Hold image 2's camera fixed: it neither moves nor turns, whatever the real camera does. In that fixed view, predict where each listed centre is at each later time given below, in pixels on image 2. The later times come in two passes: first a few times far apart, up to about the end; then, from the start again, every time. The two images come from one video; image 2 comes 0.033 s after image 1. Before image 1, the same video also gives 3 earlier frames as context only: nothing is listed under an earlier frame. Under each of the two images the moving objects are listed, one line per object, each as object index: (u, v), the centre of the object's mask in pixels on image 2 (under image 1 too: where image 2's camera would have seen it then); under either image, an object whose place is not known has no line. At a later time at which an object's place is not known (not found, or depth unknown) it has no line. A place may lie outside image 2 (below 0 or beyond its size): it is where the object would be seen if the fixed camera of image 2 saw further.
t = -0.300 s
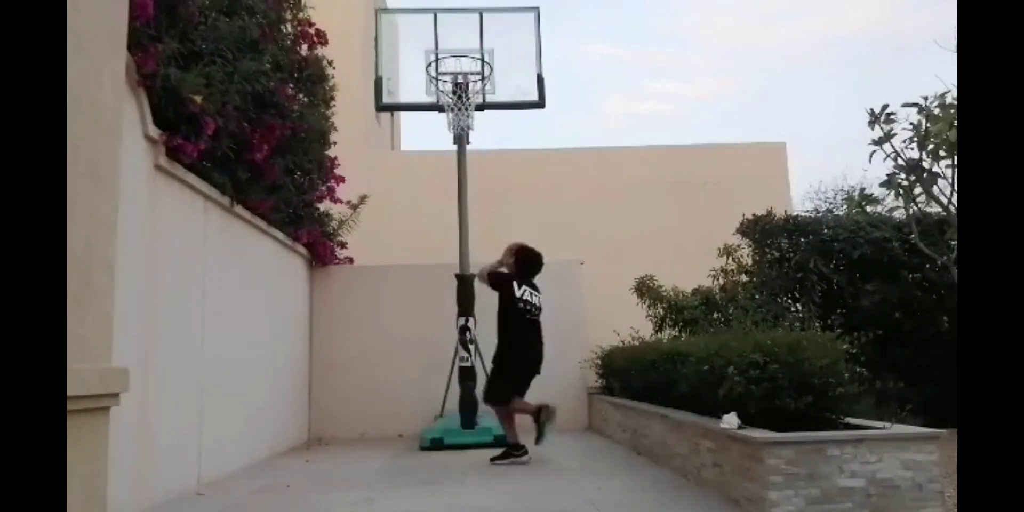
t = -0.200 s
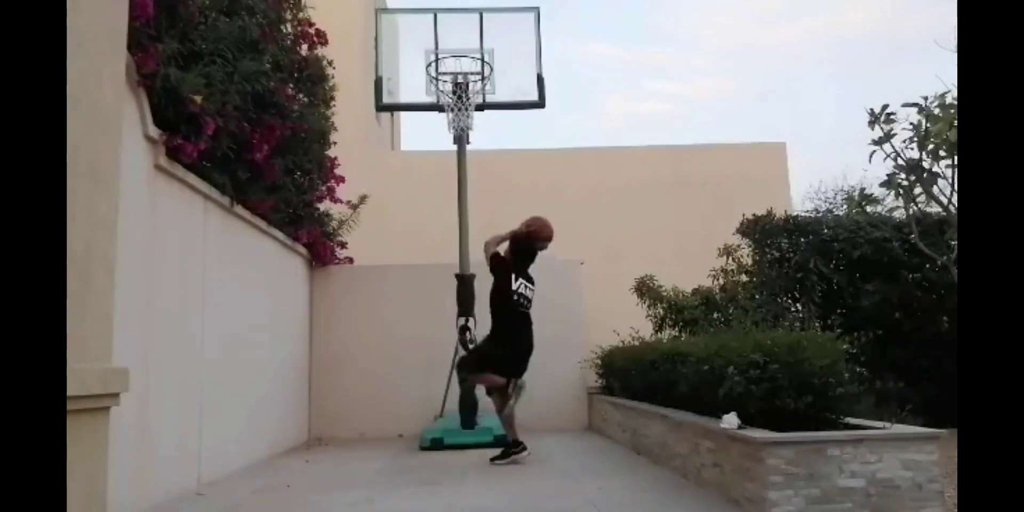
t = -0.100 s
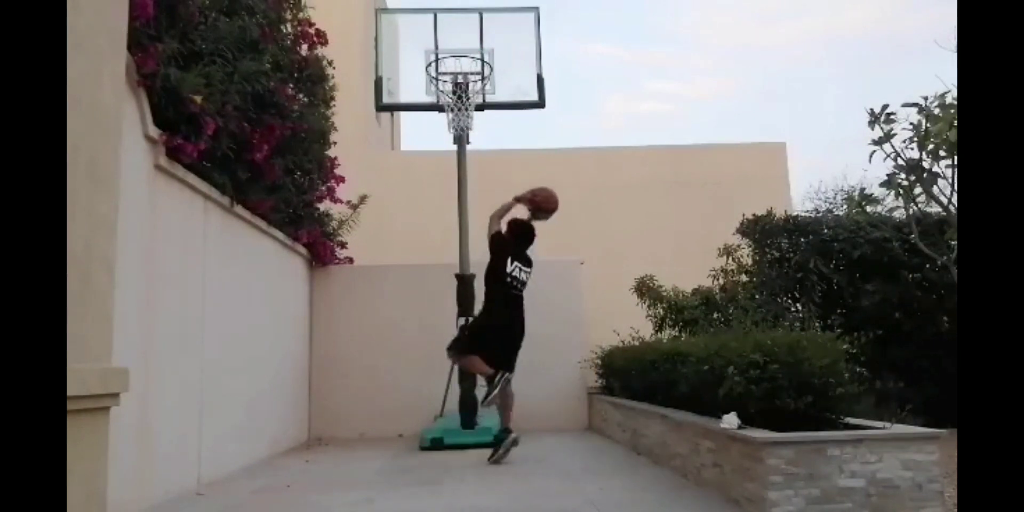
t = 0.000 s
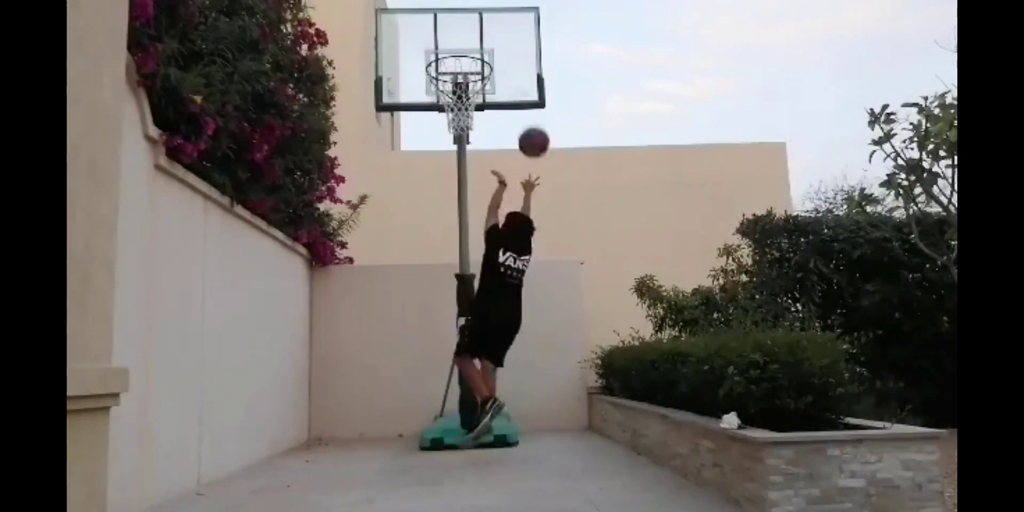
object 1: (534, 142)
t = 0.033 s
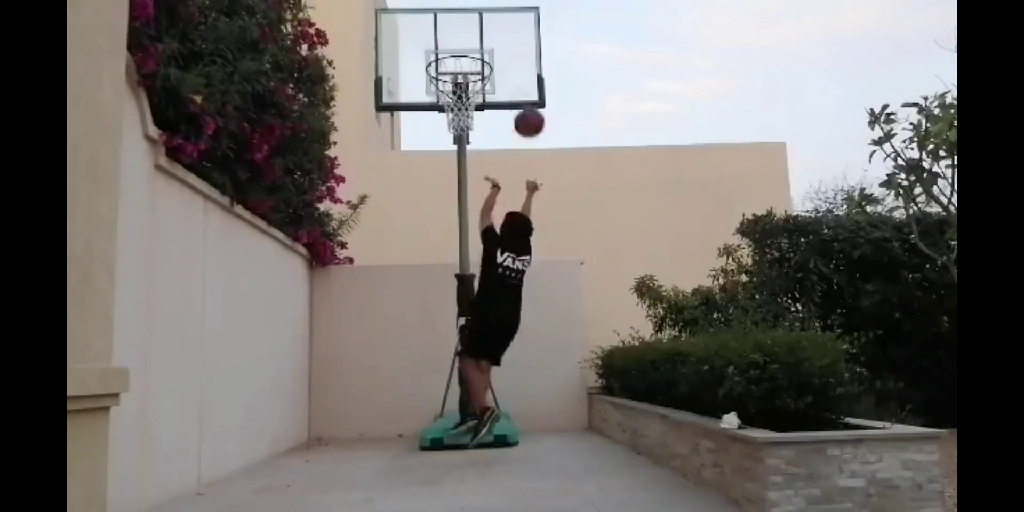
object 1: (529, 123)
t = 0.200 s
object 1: (509, 51)
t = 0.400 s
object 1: (493, 18)
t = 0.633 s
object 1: (475, 39)
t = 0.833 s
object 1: (455, 69)
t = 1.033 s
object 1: (451, 102)
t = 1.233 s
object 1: (464, 127)
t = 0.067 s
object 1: (524, 105)
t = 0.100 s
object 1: (521, 88)
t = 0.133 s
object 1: (516, 75)
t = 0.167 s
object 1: (512, 62)
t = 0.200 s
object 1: (509, 51)
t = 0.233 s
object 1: (506, 43)
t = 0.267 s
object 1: (503, 35)
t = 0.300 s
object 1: (501, 29)
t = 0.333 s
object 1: (498, 25)
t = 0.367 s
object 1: (496, 20)
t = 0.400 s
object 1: (493, 18)
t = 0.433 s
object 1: (490, 17)
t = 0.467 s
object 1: (488, 17)
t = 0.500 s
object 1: (485, 18)
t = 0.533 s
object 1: (483, 21)
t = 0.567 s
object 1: (480, 26)
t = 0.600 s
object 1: (477, 31)
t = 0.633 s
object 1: (475, 39)
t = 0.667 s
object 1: (472, 47)
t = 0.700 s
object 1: (469, 48)
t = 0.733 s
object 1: (466, 51)
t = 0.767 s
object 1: (462, 55)
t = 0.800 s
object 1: (459, 61)
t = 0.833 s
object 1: (455, 69)
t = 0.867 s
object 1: (453, 76)
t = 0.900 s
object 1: (448, 84)
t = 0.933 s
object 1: (448, 92)
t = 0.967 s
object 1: (448, 97)
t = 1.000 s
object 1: (449, 100)
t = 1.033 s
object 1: (451, 102)
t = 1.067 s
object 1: (450, 105)
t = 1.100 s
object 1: (452, 108)
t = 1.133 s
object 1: (457, 112)
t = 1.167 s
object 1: (460, 116)
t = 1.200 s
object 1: (462, 124)
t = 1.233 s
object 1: (464, 127)
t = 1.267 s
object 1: (467, 134)
